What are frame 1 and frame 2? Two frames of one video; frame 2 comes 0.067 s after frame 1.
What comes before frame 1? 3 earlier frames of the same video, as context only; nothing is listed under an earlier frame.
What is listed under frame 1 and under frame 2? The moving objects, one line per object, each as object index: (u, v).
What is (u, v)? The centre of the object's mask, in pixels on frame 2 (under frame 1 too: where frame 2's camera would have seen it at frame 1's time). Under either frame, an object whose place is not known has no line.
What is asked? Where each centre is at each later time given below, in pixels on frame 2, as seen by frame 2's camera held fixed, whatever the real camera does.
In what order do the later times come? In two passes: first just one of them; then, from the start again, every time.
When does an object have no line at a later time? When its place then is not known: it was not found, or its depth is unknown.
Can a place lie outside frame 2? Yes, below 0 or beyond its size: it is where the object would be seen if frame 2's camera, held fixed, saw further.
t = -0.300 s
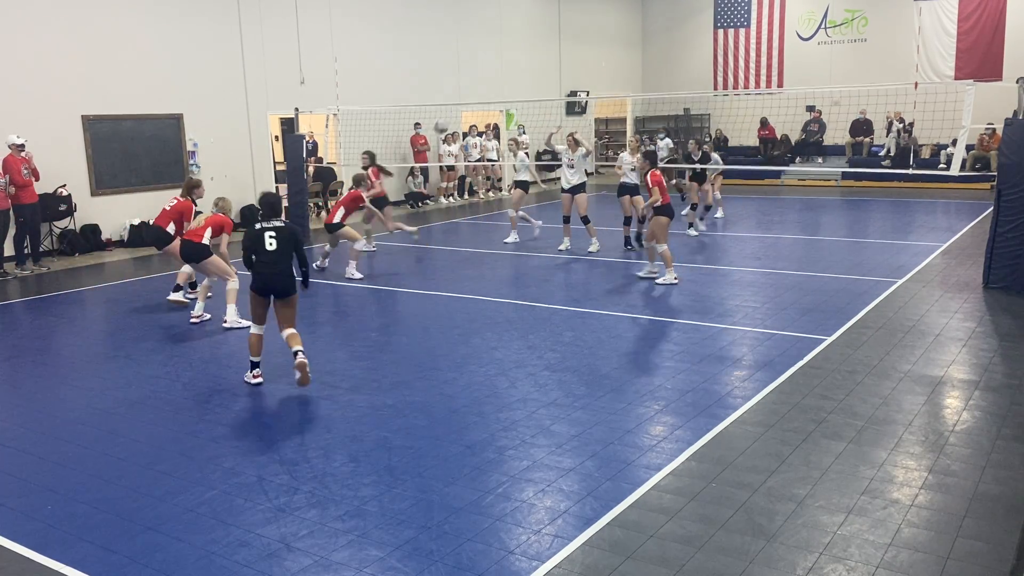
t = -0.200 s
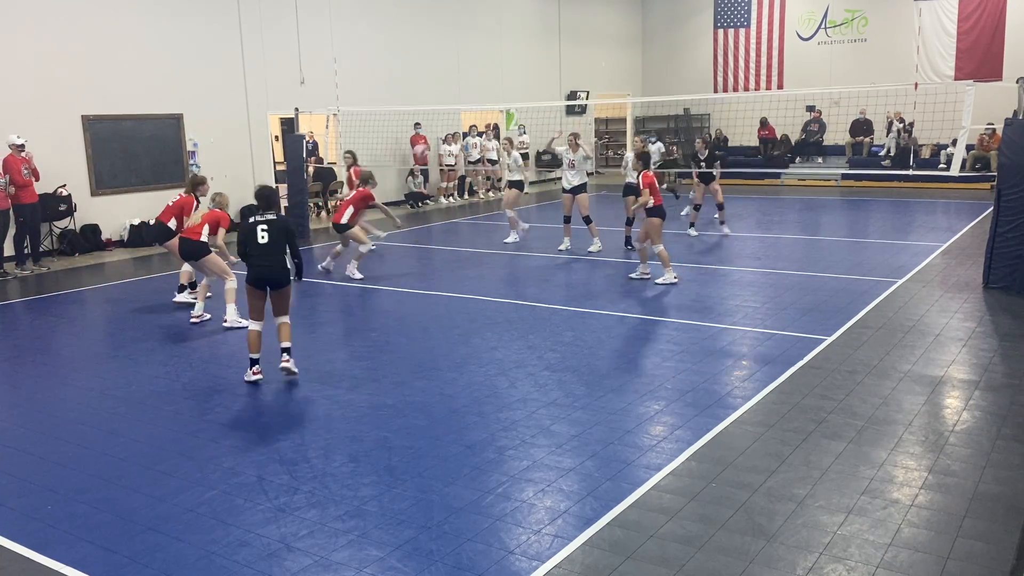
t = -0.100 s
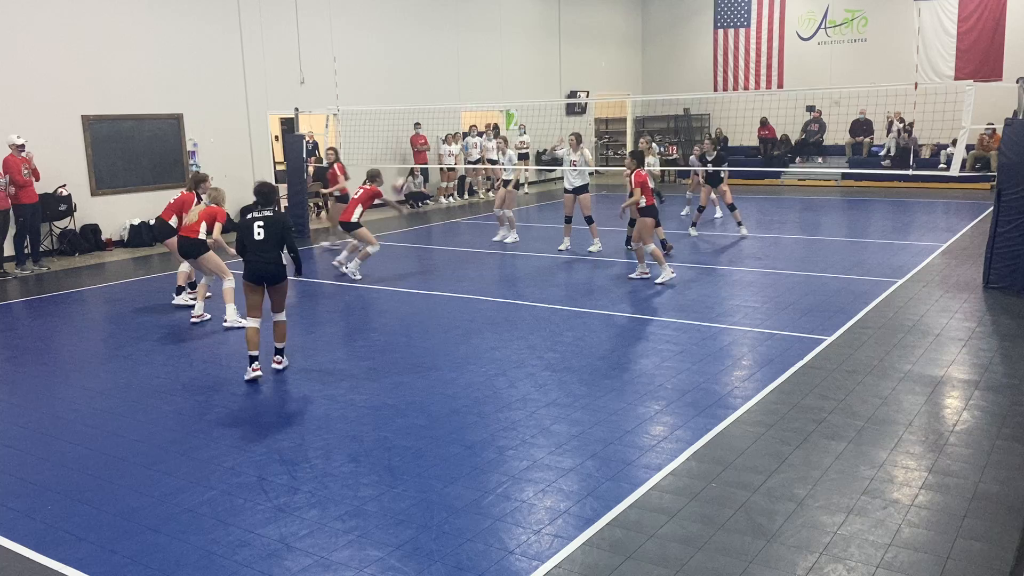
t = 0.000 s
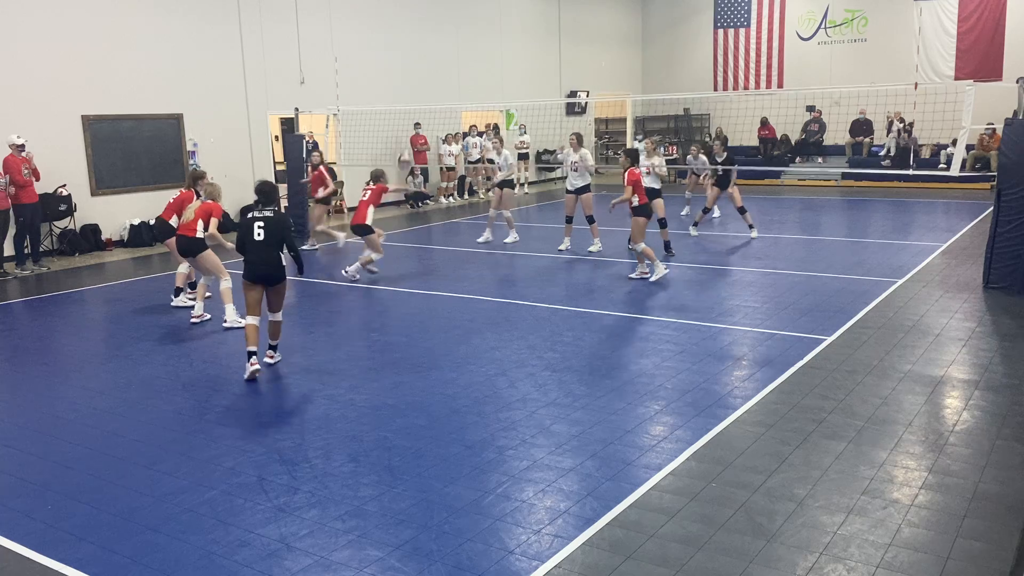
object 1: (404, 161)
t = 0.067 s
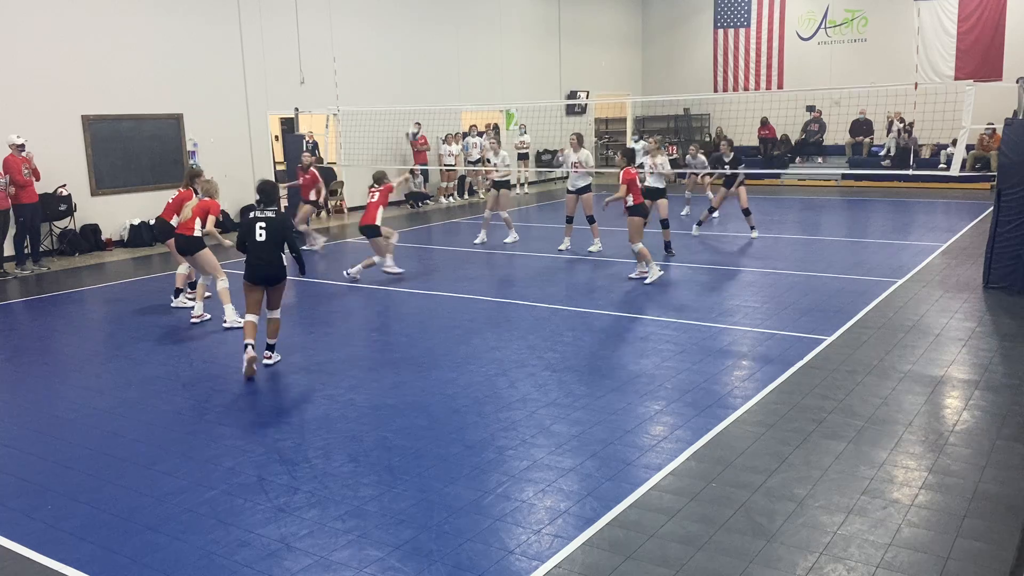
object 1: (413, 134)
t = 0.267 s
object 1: (442, 71)
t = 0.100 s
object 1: (417, 121)
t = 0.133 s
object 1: (423, 109)
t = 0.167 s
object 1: (428, 98)
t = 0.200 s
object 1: (432, 89)
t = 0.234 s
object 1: (437, 79)
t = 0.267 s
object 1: (442, 71)
